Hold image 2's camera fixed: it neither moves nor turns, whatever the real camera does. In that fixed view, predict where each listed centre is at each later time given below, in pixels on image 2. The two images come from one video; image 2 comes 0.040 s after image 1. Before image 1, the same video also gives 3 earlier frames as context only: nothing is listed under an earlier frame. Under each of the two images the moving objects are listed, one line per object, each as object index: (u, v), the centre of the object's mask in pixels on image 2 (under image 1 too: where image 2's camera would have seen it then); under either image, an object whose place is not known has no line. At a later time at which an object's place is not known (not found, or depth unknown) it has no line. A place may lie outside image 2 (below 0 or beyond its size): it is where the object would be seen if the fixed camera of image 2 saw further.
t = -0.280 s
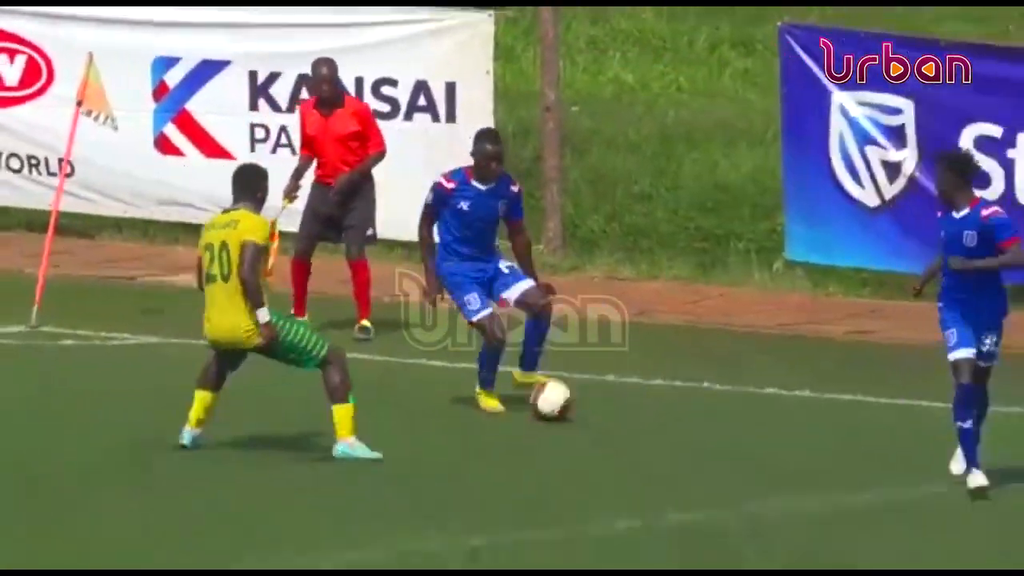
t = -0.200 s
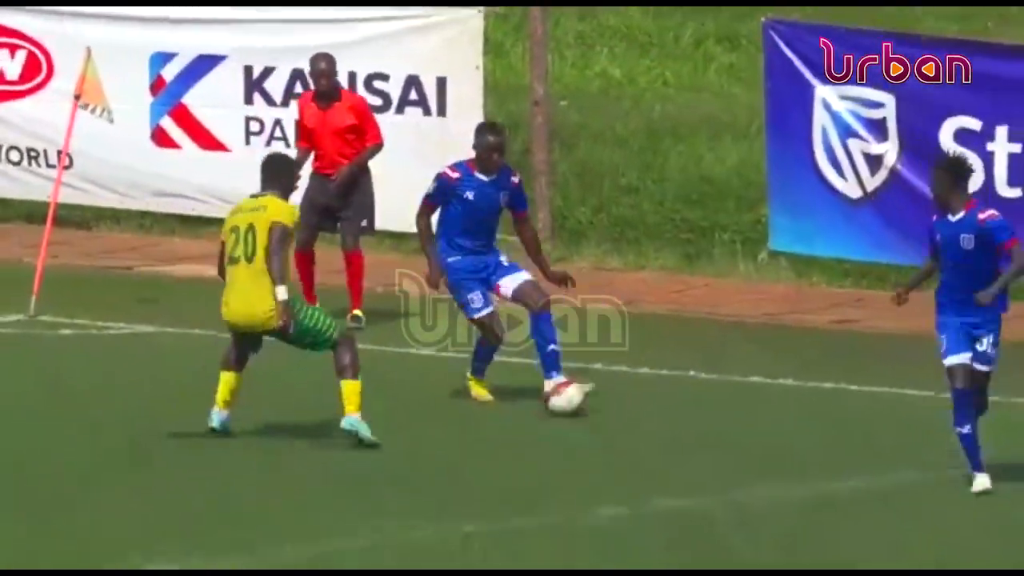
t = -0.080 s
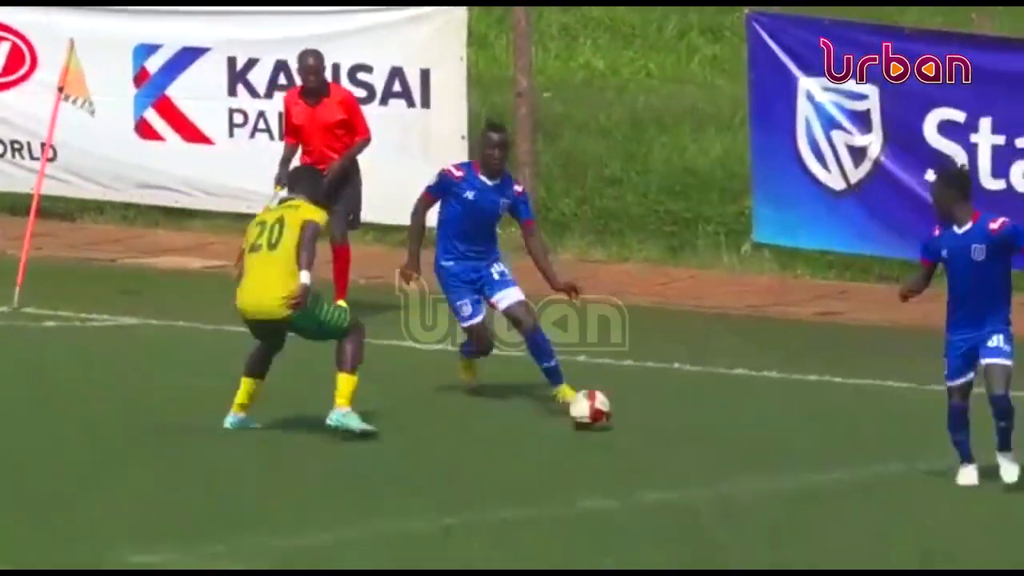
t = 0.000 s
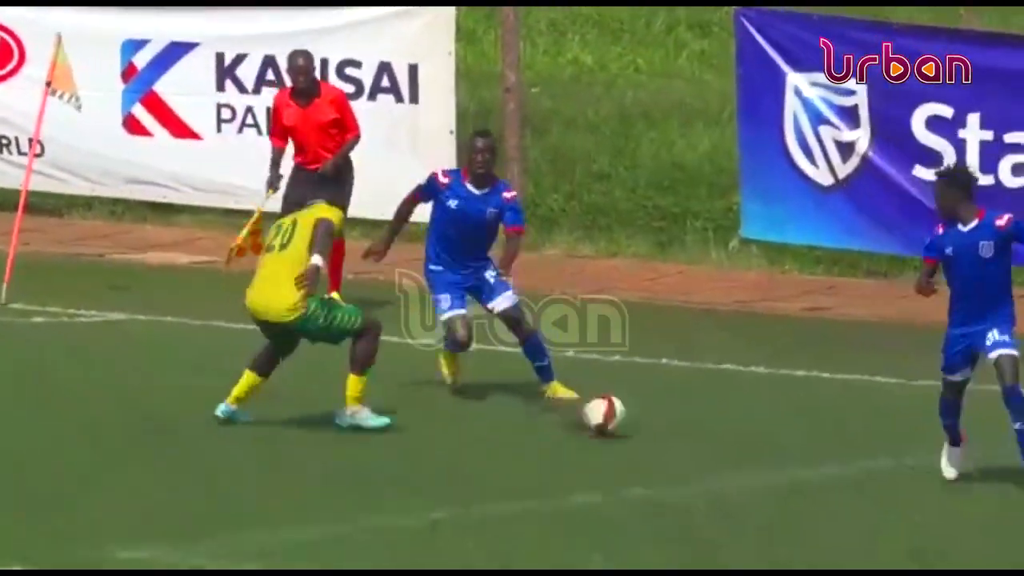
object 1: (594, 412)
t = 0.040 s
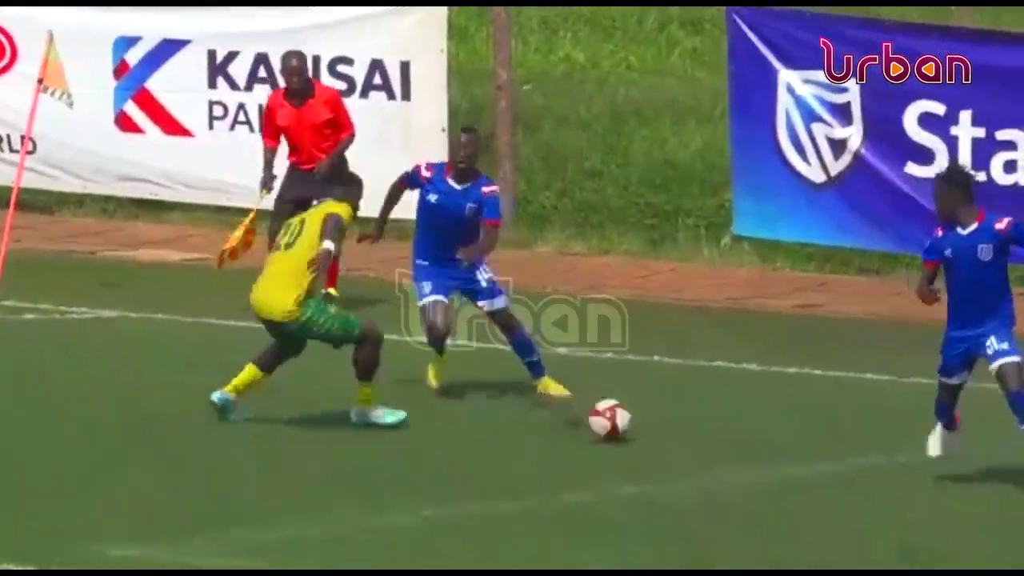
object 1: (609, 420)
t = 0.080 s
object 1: (623, 426)
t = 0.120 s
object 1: (632, 431)
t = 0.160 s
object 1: (646, 437)
